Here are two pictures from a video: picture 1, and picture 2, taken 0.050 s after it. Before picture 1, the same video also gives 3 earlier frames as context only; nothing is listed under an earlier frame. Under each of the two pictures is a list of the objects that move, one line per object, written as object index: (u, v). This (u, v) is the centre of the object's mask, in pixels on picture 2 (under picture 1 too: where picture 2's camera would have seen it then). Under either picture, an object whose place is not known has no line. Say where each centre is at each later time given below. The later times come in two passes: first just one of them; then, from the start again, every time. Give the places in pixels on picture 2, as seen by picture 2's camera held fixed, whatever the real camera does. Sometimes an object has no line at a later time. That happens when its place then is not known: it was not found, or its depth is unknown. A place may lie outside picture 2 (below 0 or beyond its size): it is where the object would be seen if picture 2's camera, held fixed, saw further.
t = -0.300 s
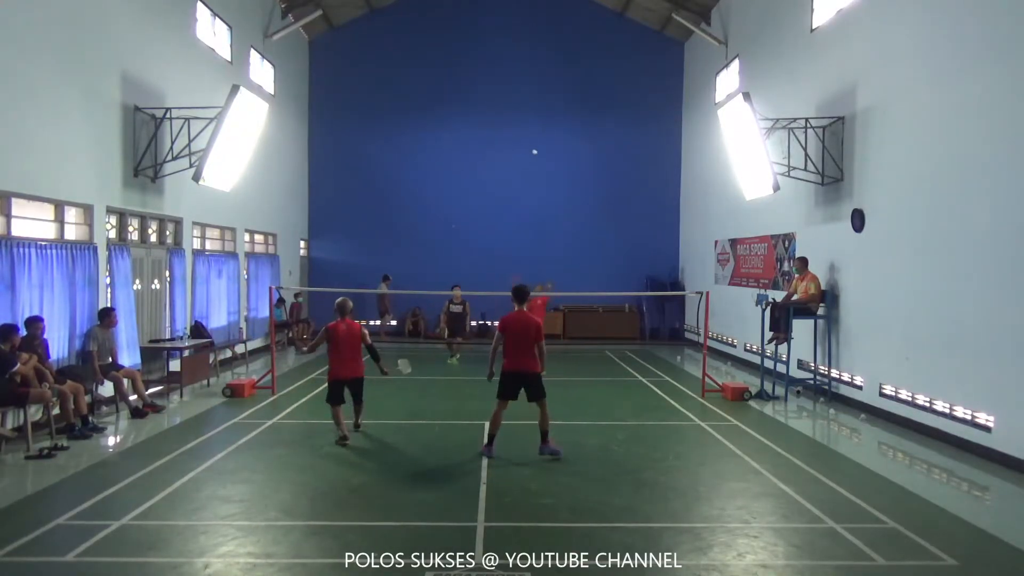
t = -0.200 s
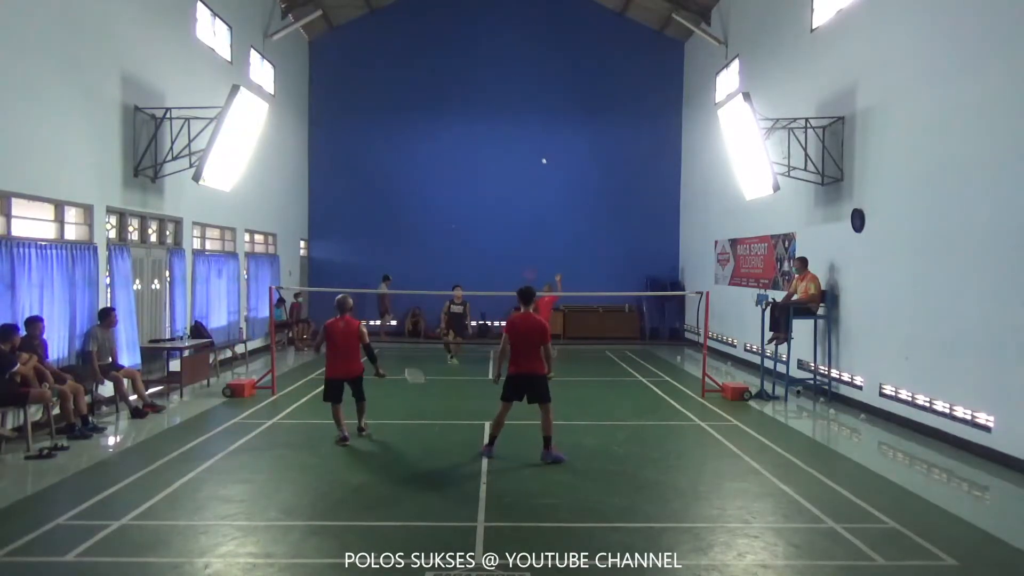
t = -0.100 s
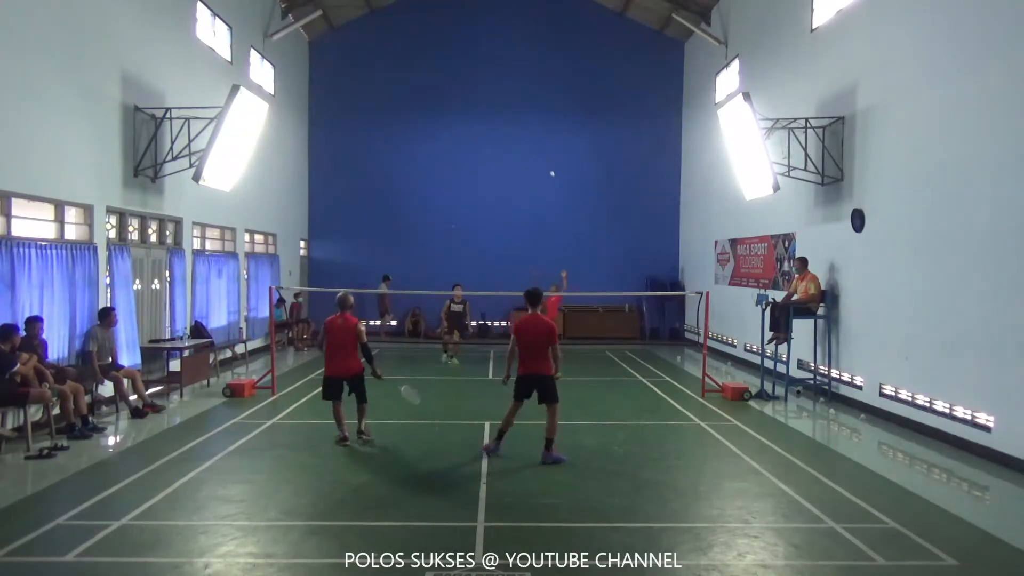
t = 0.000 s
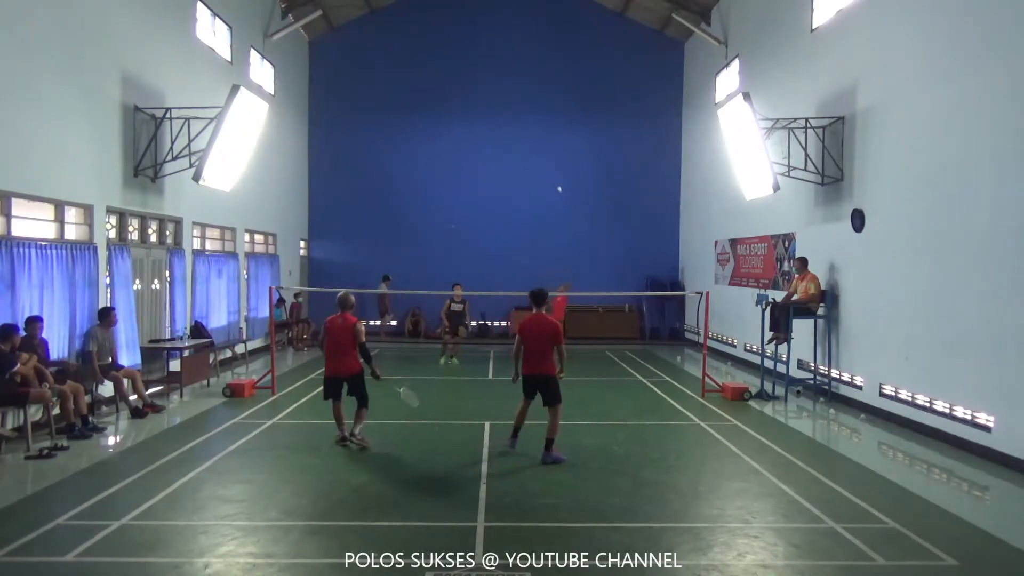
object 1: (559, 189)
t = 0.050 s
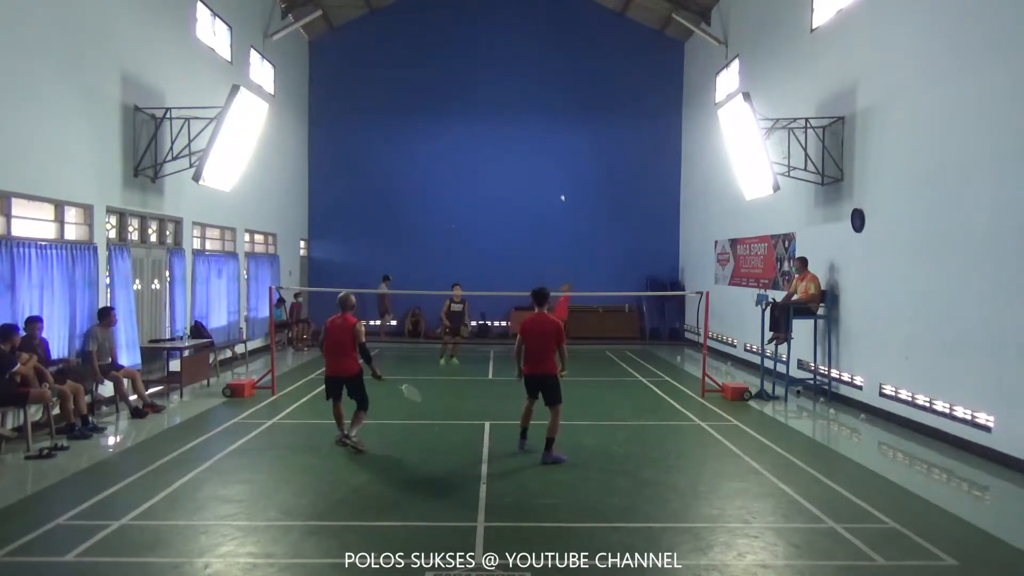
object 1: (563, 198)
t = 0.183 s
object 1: (570, 224)
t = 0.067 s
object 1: (564, 201)
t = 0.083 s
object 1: (565, 204)
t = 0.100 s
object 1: (566, 208)
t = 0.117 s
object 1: (566, 210)
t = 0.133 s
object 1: (568, 214)
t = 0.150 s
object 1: (568, 217)
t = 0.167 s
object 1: (569, 221)
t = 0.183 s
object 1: (570, 224)
